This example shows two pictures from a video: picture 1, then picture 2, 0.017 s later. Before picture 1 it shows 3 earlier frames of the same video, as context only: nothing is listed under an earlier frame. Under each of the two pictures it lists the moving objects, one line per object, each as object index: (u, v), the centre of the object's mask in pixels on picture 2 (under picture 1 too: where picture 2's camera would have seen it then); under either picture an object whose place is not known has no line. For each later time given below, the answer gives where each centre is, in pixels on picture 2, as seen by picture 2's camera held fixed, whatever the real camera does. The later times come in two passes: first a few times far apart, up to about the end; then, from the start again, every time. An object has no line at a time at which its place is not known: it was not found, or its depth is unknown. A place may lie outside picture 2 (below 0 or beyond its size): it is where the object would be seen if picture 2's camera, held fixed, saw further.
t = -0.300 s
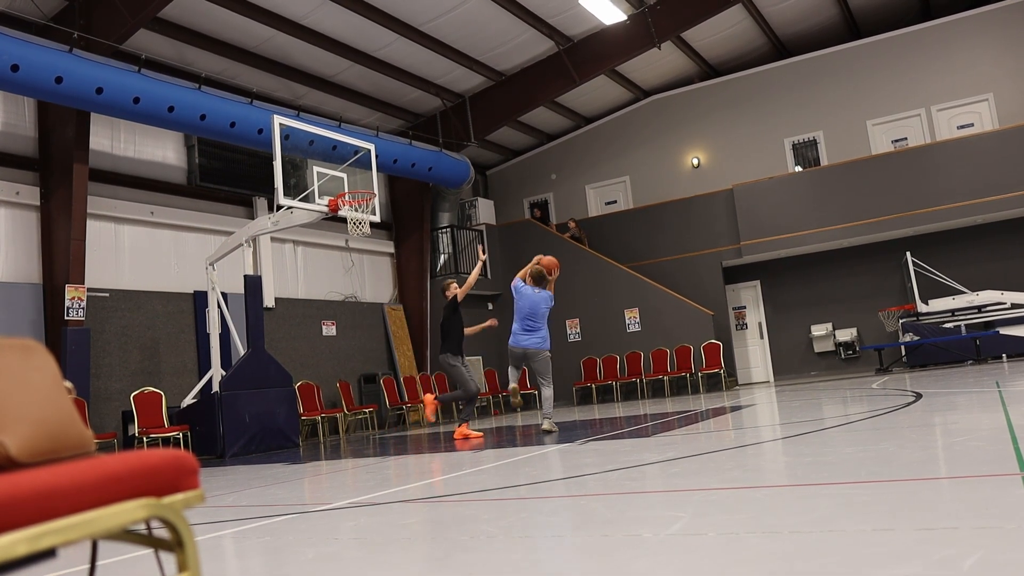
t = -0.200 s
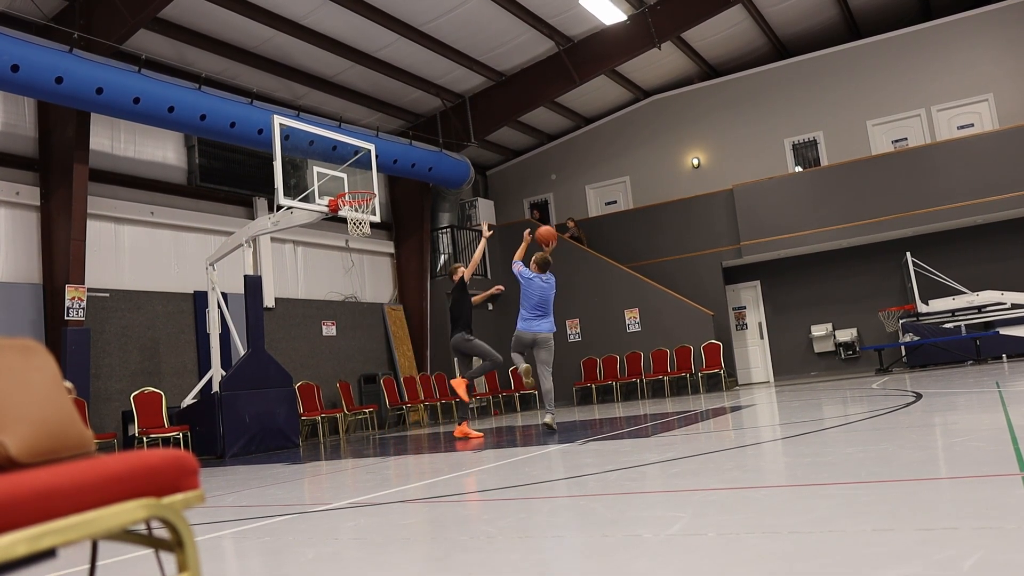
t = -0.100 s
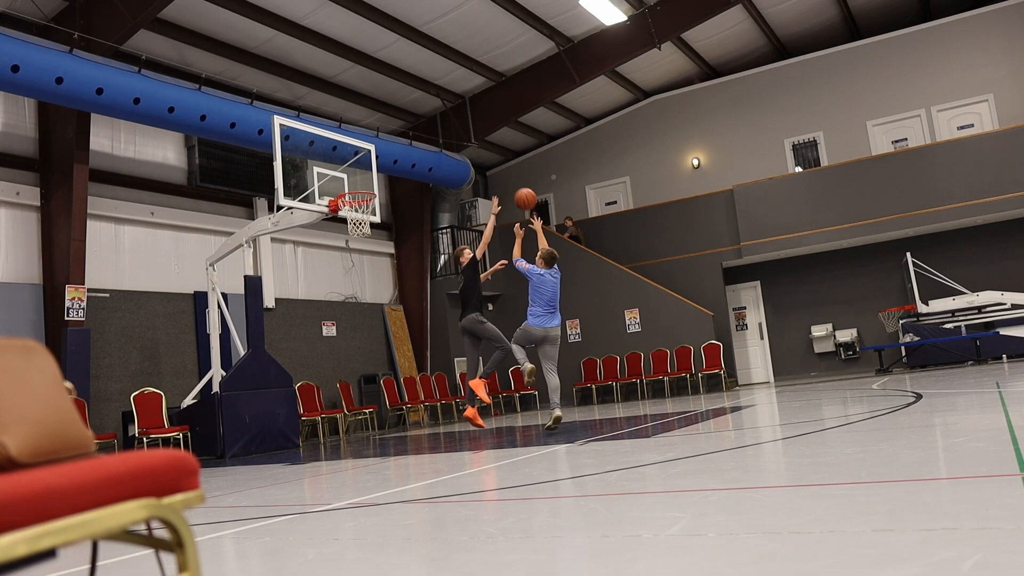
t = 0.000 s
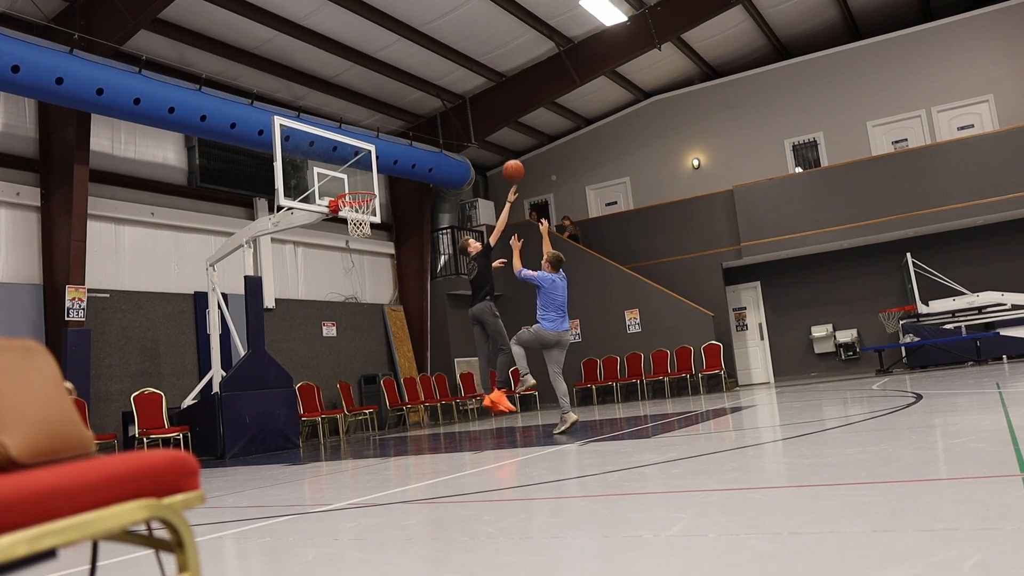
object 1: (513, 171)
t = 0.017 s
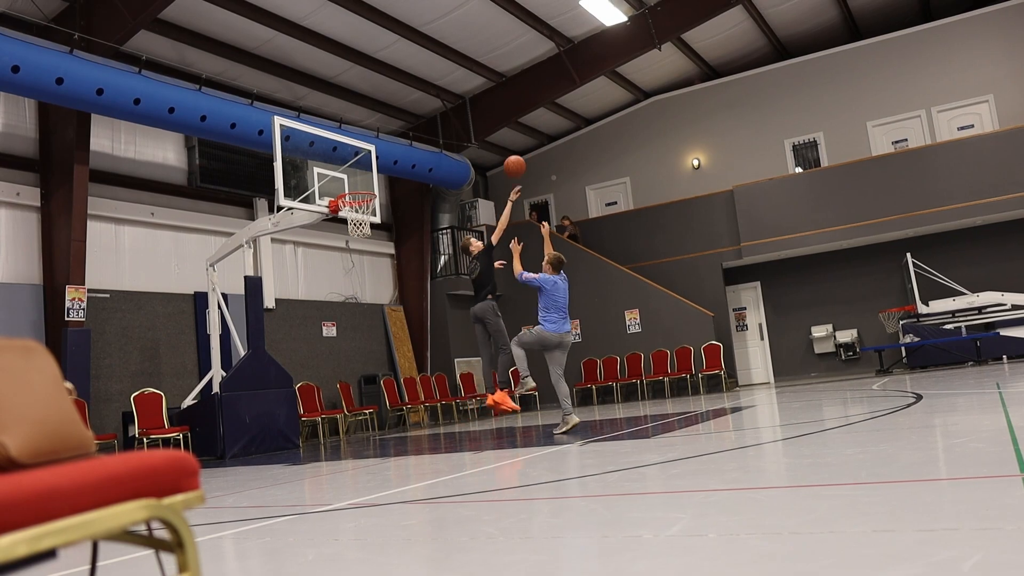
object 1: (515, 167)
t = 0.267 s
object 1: (538, 128)
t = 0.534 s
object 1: (570, 145)
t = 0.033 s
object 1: (516, 162)
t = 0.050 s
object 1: (518, 158)
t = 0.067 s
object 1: (519, 154)
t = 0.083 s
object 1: (520, 151)
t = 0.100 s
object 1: (522, 147)
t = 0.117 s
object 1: (523, 144)
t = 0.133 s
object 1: (525, 142)
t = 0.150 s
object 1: (526, 139)
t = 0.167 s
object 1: (528, 137)
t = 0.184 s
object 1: (530, 135)
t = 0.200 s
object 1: (531, 133)
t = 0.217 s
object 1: (533, 132)
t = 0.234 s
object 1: (535, 130)
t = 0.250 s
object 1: (536, 129)
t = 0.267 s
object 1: (538, 128)
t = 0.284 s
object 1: (540, 128)
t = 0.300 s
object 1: (542, 127)
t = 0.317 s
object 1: (543, 127)
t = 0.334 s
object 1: (545, 127)
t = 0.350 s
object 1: (547, 127)
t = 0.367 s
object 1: (549, 128)
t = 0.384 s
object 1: (551, 128)
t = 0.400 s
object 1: (553, 129)
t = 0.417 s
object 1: (555, 131)
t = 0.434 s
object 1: (557, 132)
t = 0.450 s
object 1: (559, 134)
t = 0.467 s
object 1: (561, 136)
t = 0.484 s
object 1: (563, 138)
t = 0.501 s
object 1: (565, 140)
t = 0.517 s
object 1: (568, 143)
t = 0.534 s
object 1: (570, 145)
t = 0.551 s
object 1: (572, 149)
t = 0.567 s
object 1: (574, 152)
